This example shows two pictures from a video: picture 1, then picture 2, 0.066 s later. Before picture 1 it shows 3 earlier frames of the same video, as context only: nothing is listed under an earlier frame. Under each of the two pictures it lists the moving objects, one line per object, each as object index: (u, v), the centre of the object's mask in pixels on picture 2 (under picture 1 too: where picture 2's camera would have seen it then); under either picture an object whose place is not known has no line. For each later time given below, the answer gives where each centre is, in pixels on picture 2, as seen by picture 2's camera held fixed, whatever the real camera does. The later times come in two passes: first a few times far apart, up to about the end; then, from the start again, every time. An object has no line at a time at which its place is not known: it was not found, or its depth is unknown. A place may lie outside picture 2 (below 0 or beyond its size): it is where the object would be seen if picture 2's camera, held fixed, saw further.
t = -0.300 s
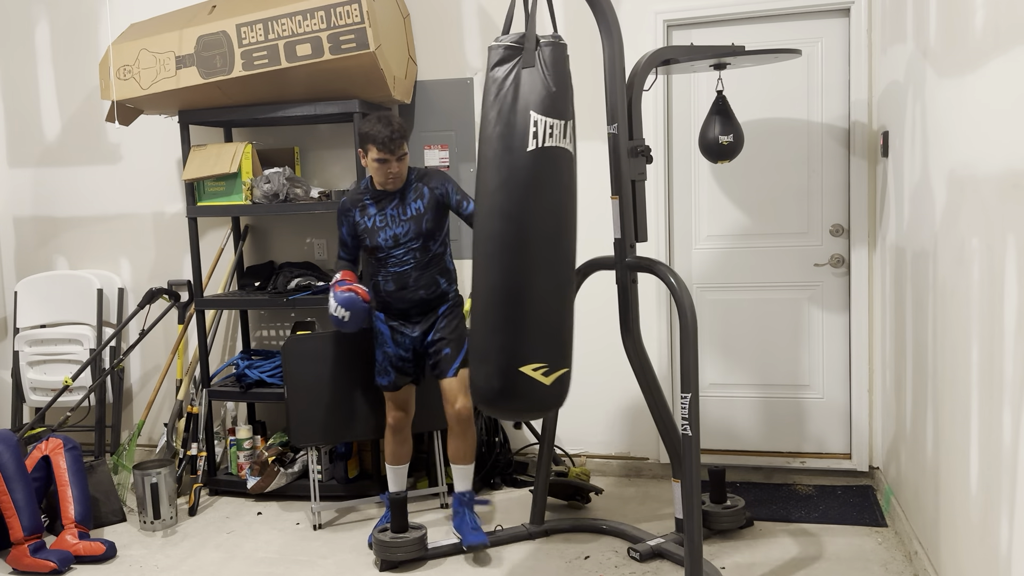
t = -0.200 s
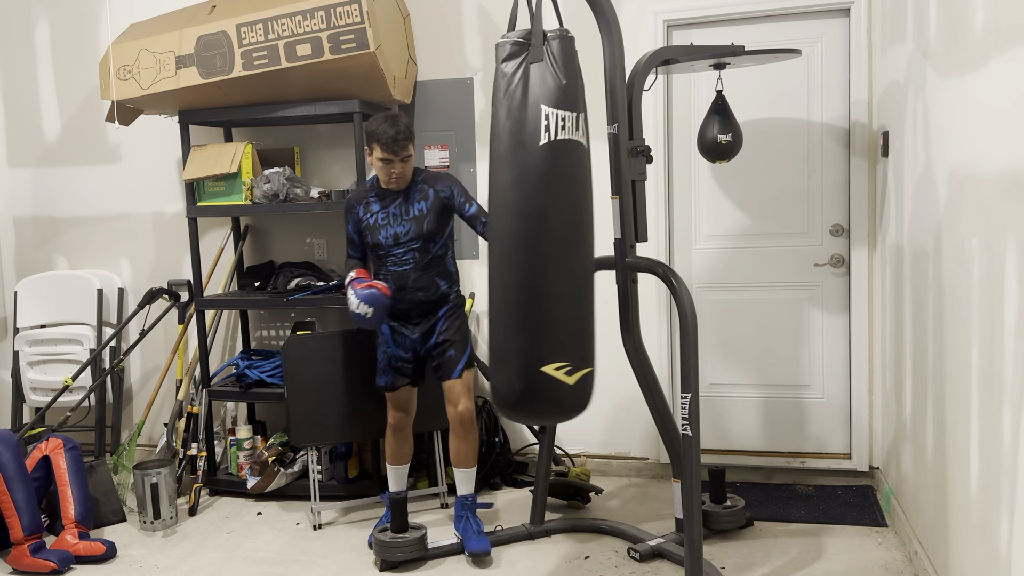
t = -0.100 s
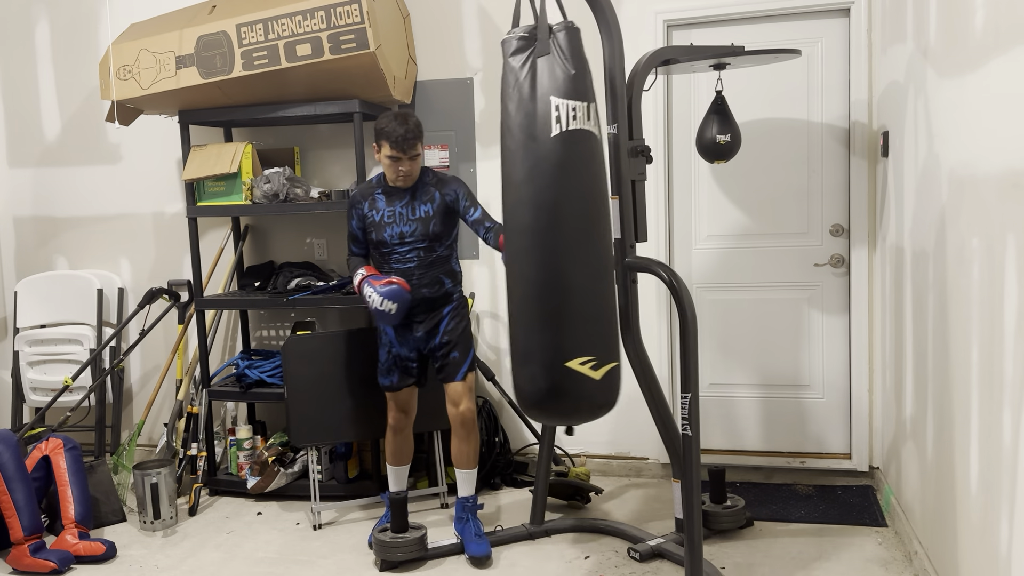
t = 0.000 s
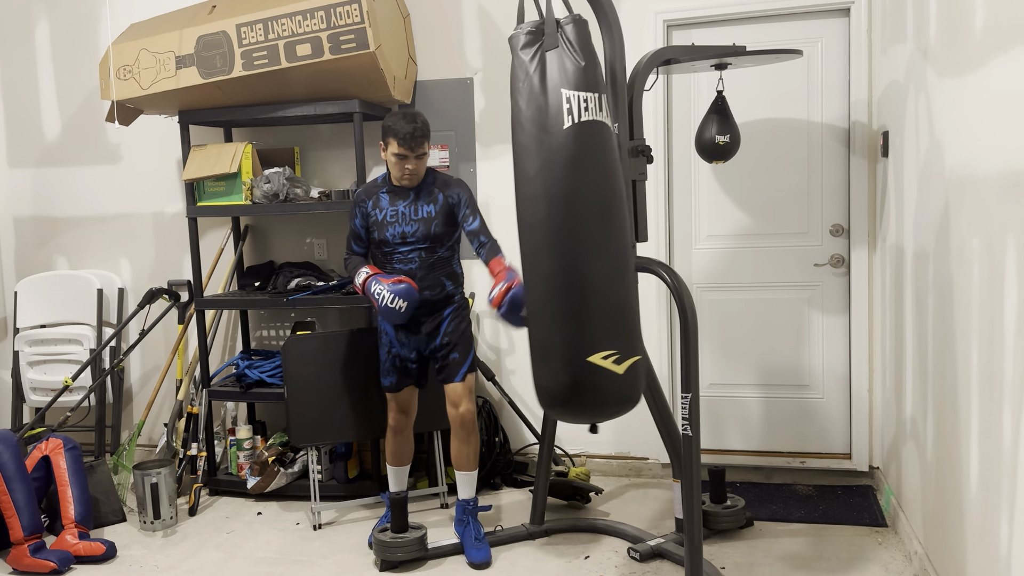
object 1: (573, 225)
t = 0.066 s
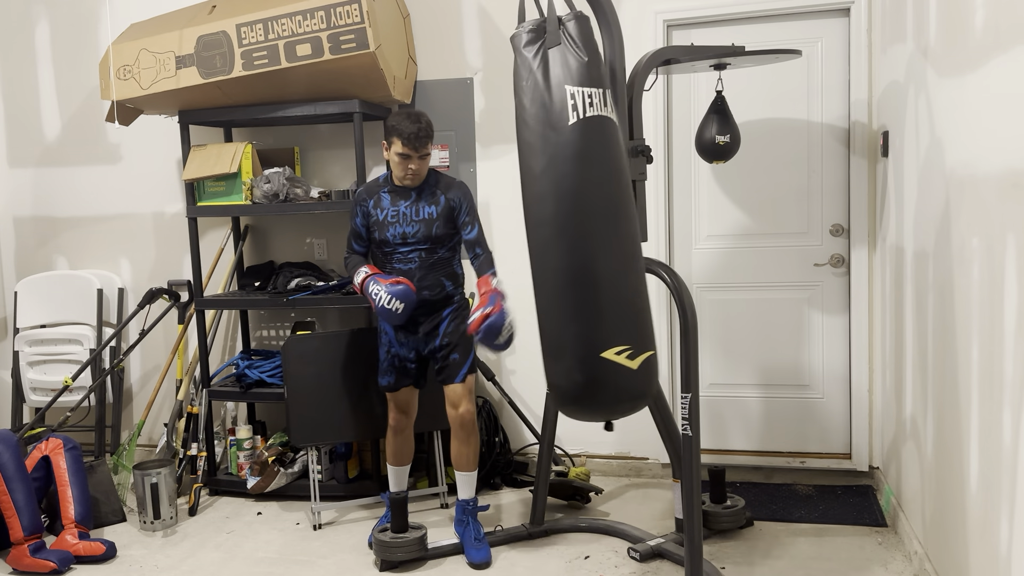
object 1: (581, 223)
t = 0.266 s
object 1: (593, 221)
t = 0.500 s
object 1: (580, 225)
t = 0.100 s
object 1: (584, 222)
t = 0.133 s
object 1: (587, 222)
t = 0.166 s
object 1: (590, 222)
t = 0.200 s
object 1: (592, 221)
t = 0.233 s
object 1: (593, 221)
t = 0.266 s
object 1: (593, 221)
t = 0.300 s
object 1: (593, 221)
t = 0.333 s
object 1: (592, 222)
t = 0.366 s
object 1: (591, 223)
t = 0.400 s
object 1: (589, 223)
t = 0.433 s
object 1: (586, 224)
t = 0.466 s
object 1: (583, 224)
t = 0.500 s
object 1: (580, 225)
